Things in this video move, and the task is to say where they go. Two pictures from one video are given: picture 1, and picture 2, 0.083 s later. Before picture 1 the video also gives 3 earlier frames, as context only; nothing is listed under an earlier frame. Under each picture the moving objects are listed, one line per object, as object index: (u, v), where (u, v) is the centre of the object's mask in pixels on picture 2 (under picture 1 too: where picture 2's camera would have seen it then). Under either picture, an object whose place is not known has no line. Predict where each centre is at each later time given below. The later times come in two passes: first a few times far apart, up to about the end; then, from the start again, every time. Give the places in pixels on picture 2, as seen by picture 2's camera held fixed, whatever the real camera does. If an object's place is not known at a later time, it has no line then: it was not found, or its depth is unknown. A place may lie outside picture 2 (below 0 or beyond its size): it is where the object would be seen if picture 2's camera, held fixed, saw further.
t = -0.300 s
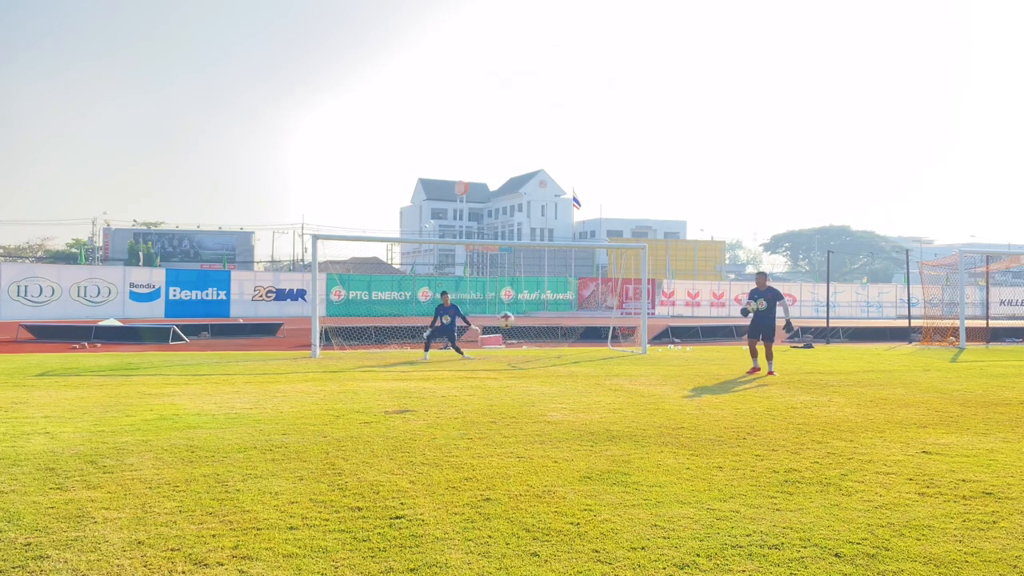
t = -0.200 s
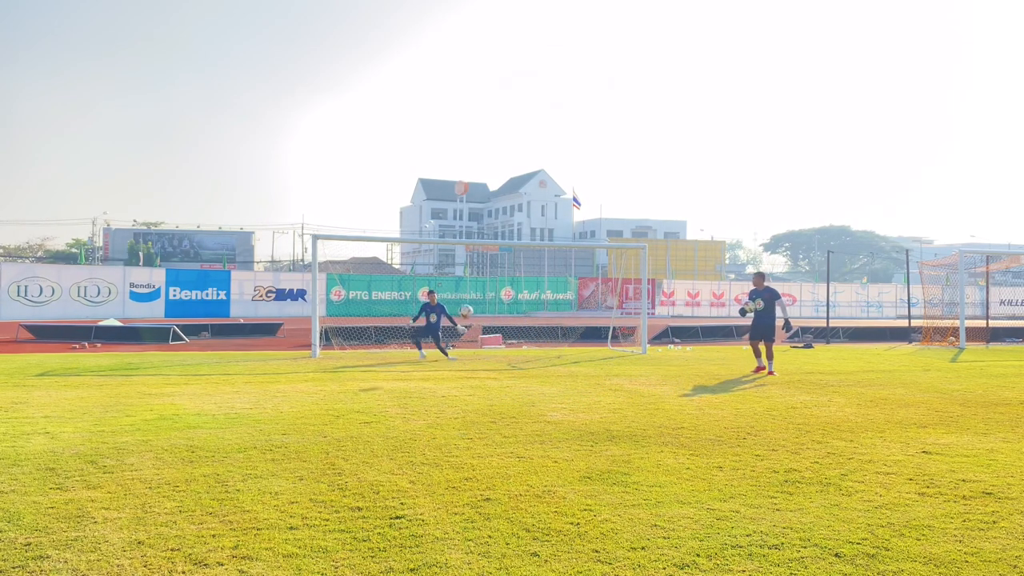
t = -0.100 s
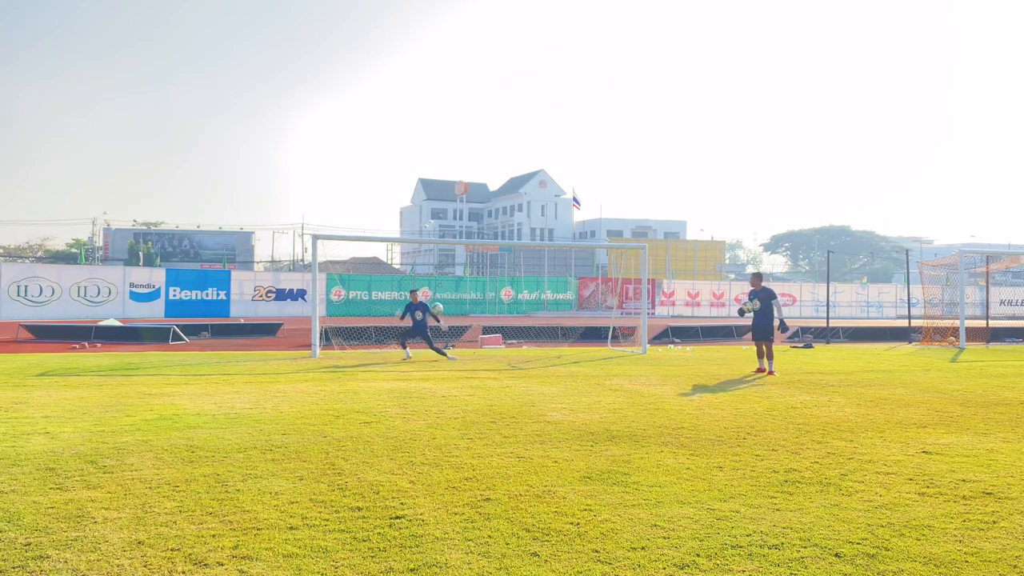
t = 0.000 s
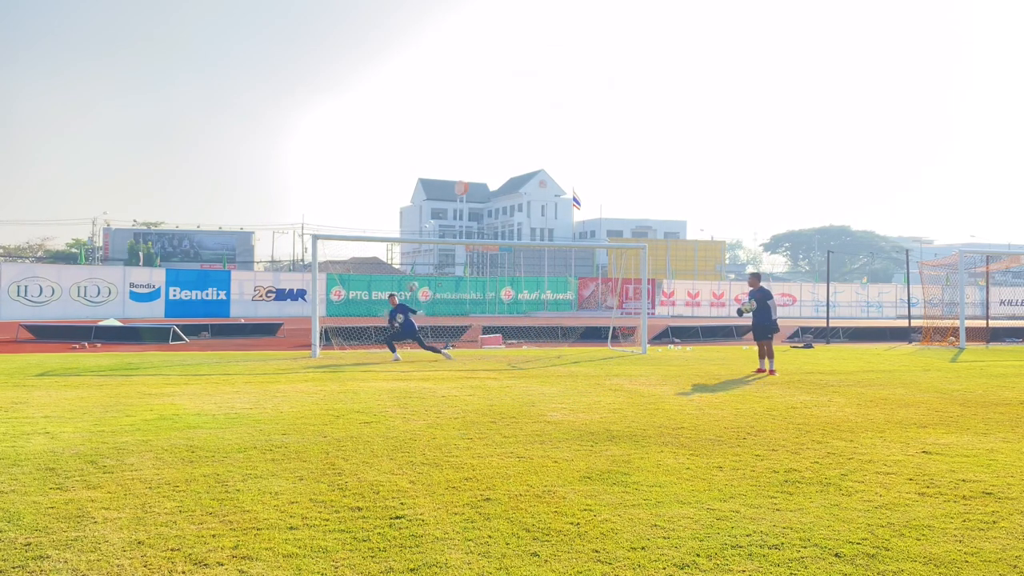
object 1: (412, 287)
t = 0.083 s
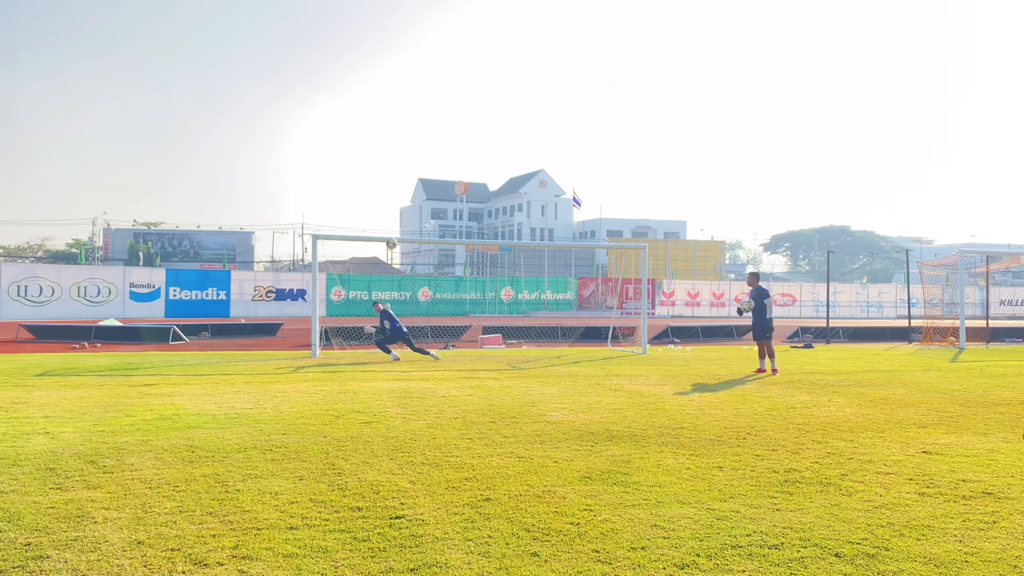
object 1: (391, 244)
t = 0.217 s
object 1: (358, 182)
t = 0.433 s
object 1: (306, 105)
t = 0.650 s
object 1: (257, 54)
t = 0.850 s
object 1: (212, 31)
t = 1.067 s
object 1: (165, 31)
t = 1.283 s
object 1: (119, 55)
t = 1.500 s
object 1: (73, 103)
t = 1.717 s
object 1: (27, 173)
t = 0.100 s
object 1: (387, 235)
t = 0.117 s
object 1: (383, 227)
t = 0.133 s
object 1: (378, 220)
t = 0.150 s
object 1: (374, 212)
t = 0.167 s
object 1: (370, 204)
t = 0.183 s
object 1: (366, 197)
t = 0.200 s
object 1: (362, 190)
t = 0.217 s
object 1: (358, 182)
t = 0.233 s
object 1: (354, 175)
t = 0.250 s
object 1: (350, 169)
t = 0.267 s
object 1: (346, 162)
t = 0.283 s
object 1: (342, 156)
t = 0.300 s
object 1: (338, 149)
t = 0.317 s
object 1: (334, 143)
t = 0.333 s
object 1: (330, 137)
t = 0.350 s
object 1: (326, 132)
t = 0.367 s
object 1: (322, 126)
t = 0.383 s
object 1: (318, 120)
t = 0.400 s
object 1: (314, 115)
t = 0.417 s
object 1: (310, 110)
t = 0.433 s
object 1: (306, 105)
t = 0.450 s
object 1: (303, 100)
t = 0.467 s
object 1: (299, 95)
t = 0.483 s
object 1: (295, 91)
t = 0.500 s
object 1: (291, 87)
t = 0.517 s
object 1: (287, 82)
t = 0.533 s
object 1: (283, 78)
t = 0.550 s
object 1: (279, 75)
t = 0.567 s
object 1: (275, 71)
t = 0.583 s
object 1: (272, 67)
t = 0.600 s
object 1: (268, 64)
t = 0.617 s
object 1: (264, 61)
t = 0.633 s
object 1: (260, 57)
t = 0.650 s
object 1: (257, 54)
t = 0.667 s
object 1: (253, 52)
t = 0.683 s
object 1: (249, 49)
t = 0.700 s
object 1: (245, 46)
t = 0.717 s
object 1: (241, 44)
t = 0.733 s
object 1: (237, 42)
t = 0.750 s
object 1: (234, 40)
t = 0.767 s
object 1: (230, 38)
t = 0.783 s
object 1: (227, 37)
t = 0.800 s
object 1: (223, 35)
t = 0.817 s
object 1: (219, 33)
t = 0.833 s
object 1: (216, 32)
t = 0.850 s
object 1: (212, 31)
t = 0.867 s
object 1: (208, 30)
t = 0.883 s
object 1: (204, 30)
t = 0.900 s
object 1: (201, 29)
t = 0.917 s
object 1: (197, 28)
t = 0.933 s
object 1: (194, 28)
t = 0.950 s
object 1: (190, 28)
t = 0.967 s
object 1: (186, 28)
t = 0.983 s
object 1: (183, 28)
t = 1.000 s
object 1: (179, 29)
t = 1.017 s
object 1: (176, 29)
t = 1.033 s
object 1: (172, 29)
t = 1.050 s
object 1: (169, 30)
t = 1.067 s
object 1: (165, 31)
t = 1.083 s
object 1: (162, 32)
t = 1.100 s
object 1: (158, 33)
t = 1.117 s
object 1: (154, 34)
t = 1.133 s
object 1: (151, 36)
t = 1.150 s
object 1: (147, 37)
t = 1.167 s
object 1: (144, 39)
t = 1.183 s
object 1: (141, 41)
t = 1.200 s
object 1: (137, 43)
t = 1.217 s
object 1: (133, 45)
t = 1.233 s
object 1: (130, 47)
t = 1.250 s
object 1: (126, 50)
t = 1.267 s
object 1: (123, 53)
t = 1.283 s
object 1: (119, 55)
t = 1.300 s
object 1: (116, 58)
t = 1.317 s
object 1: (112, 61)
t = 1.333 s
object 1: (109, 64)
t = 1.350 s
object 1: (105, 67)
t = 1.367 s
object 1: (101, 71)
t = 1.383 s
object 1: (98, 74)
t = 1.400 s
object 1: (94, 78)
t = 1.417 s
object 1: (91, 82)
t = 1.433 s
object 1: (87, 86)
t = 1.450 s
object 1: (84, 90)
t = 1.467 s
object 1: (80, 94)
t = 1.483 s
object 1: (77, 99)
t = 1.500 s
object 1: (73, 103)
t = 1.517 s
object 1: (70, 108)
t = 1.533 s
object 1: (66, 112)
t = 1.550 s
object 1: (63, 117)
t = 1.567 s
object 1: (59, 122)
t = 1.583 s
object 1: (56, 127)
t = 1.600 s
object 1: (52, 132)
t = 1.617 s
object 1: (48, 138)
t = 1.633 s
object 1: (45, 143)
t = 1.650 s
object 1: (41, 149)
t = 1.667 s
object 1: (37, 155)
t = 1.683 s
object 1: (34, 161)
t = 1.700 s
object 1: (30, 167)
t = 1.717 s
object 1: (27, 173)
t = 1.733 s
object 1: (23, 179)
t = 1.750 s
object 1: (19, 185)
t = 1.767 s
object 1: (15, 192)
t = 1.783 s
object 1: (12, 198)
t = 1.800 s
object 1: (8, 205)
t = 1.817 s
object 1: (4, 212)
